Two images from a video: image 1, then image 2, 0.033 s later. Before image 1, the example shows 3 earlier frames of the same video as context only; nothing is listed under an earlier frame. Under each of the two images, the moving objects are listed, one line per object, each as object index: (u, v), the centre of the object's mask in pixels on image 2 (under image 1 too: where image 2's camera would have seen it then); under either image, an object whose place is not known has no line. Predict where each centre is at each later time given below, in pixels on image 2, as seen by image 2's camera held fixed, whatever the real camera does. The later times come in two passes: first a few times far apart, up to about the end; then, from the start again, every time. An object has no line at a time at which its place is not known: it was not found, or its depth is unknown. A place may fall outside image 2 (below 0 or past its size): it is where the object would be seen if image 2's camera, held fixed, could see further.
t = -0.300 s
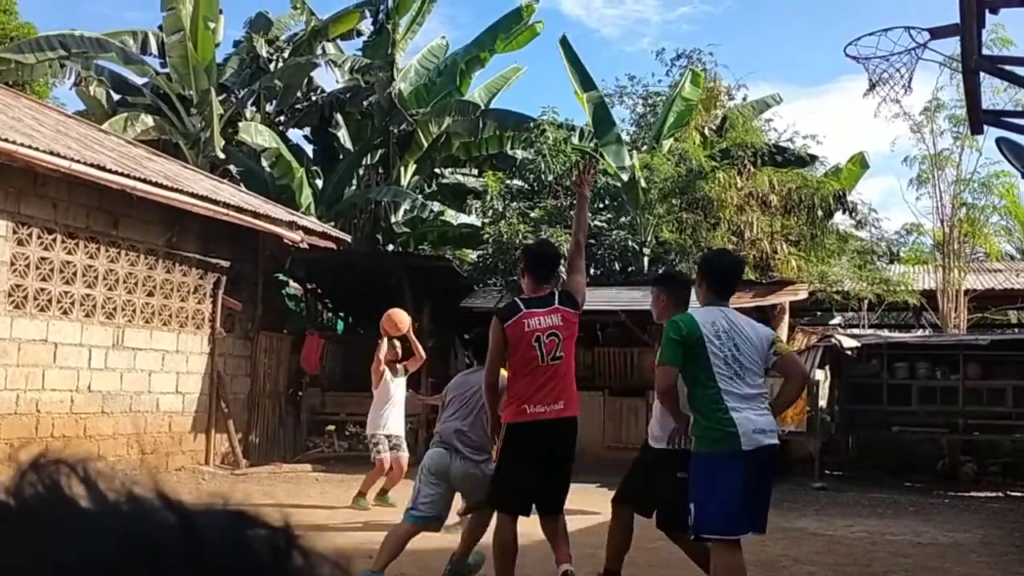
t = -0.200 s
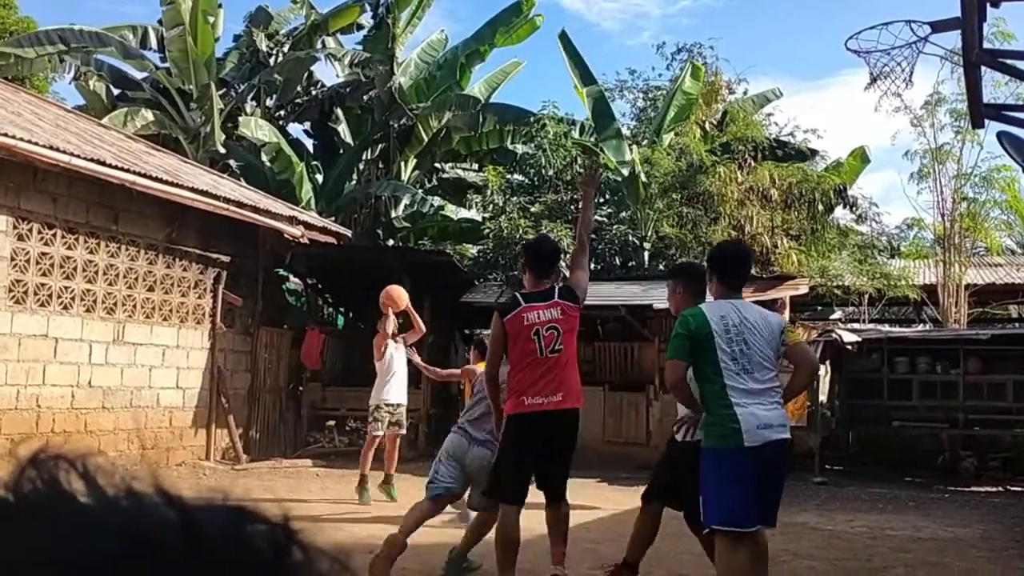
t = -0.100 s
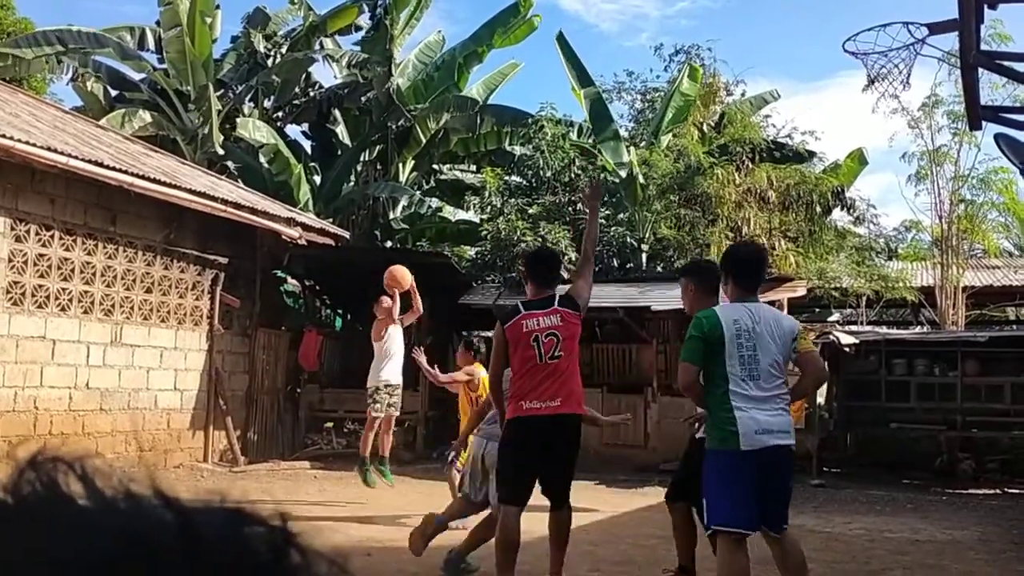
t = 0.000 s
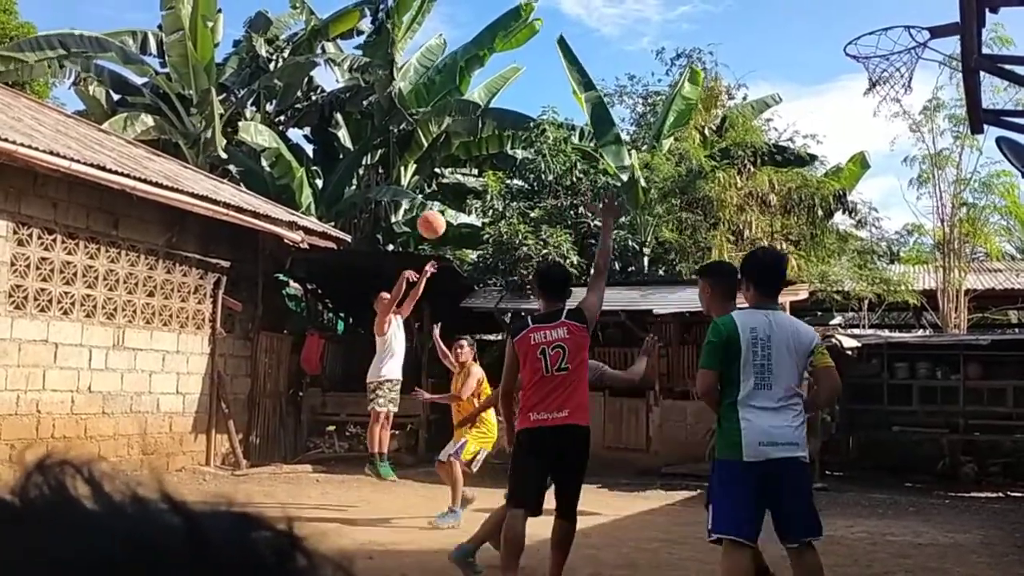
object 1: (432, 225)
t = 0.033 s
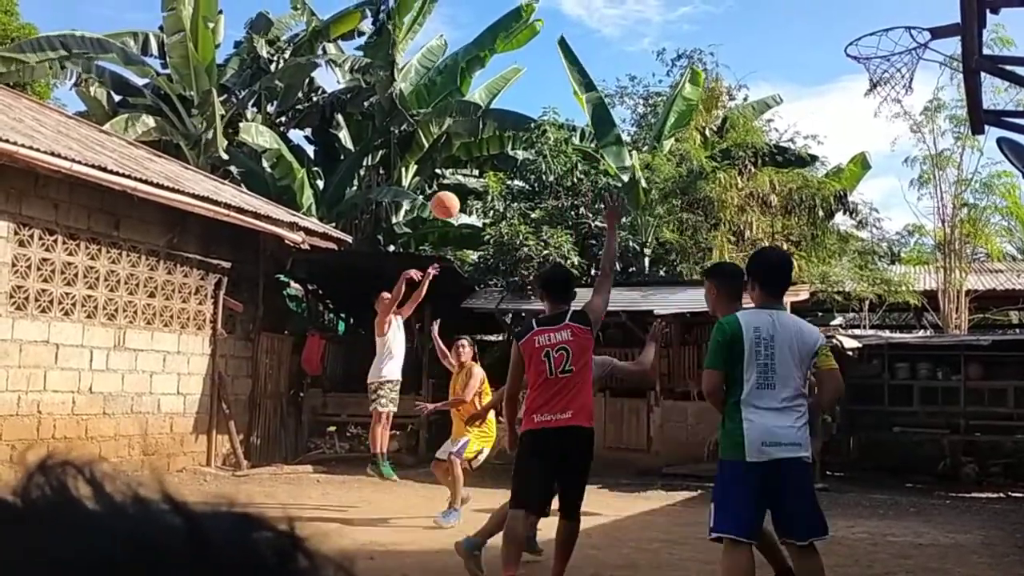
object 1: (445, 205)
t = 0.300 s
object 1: (561, 80)
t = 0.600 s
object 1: (726, 21)
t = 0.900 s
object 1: (824, 12)
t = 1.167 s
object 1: (788, 20)
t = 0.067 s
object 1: (458, 187)
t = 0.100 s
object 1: (472, 168)
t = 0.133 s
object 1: (486, 152)
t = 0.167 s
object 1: (500, 135)
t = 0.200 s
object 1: (515, 120)
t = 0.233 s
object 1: (530, 106)
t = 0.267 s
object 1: (545, 92)
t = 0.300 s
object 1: (561, 80)
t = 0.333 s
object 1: (577, 68)
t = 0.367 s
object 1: (594, 58)
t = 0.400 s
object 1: (611, 49)
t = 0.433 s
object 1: (629, 41)
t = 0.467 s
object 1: (647, 34)
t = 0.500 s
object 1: (666, 28)
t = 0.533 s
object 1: (685, 25)
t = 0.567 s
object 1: (705, 23)
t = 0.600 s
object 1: (726, 21)
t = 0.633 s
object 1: (748, 21)
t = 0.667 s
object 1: (770, 24)
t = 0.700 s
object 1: (794, 28)
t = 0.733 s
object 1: (817, 34)
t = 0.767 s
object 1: (840, 43)
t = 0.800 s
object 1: (837, 34)
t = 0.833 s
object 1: (832, 23)
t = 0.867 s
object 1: (828, 16)
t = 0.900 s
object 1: (824, 12)
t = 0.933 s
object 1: (819, 10)
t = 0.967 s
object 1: (815, 8)
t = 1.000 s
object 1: (811, 8)
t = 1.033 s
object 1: (806, 8)
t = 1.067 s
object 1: (802, 8)
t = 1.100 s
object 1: (797, 8)
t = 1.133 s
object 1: (793, 12)
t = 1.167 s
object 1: (788, 20)
